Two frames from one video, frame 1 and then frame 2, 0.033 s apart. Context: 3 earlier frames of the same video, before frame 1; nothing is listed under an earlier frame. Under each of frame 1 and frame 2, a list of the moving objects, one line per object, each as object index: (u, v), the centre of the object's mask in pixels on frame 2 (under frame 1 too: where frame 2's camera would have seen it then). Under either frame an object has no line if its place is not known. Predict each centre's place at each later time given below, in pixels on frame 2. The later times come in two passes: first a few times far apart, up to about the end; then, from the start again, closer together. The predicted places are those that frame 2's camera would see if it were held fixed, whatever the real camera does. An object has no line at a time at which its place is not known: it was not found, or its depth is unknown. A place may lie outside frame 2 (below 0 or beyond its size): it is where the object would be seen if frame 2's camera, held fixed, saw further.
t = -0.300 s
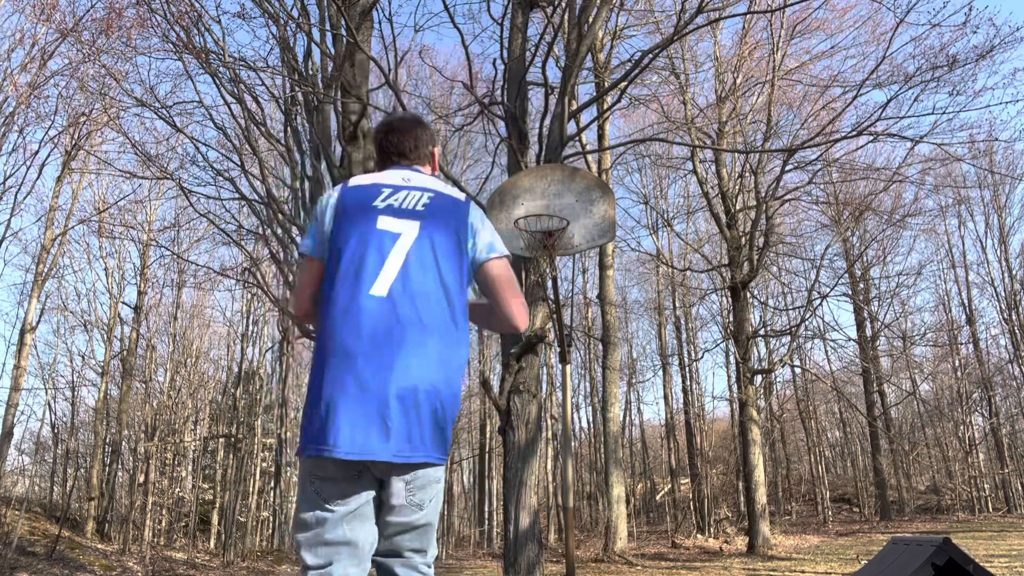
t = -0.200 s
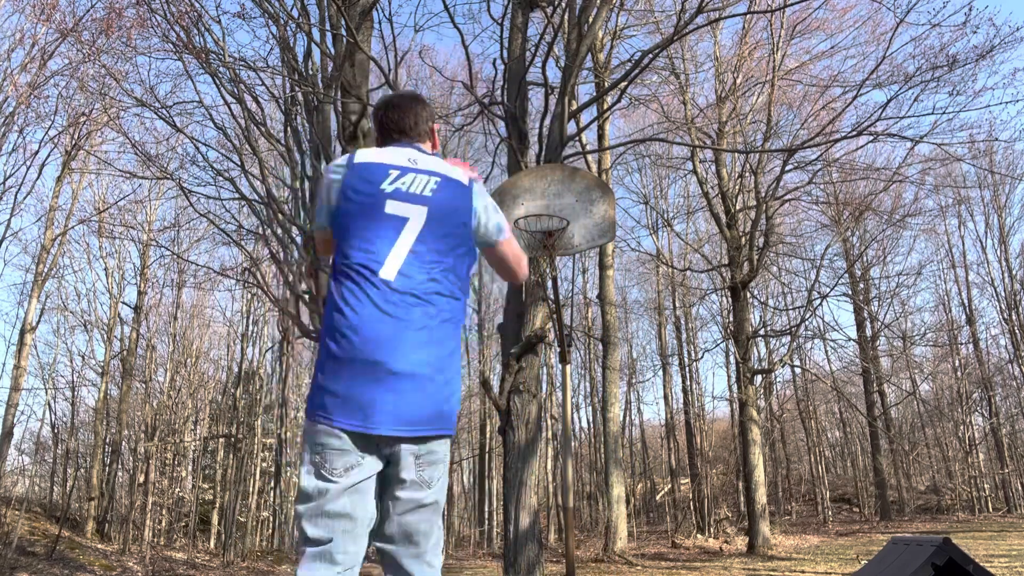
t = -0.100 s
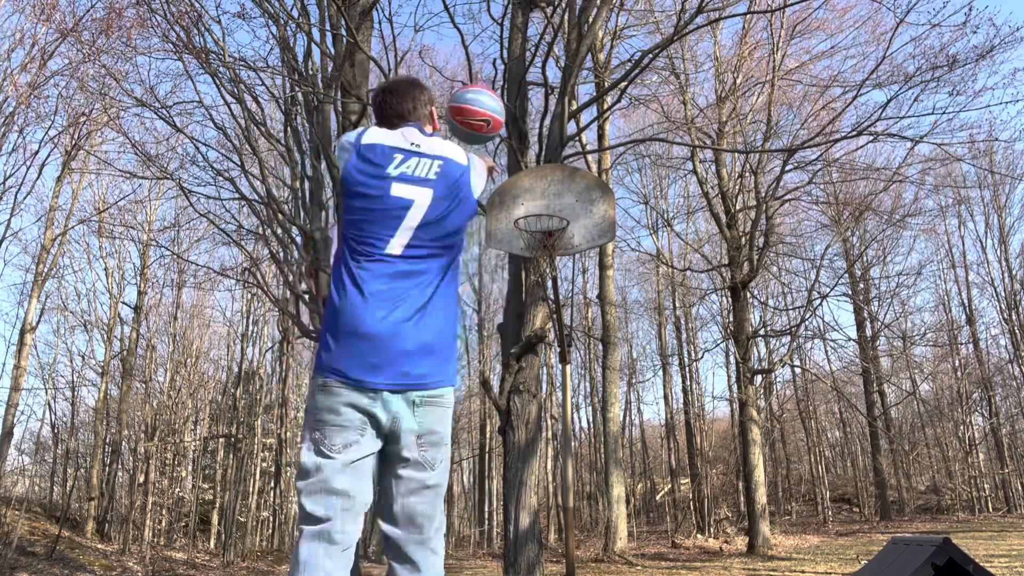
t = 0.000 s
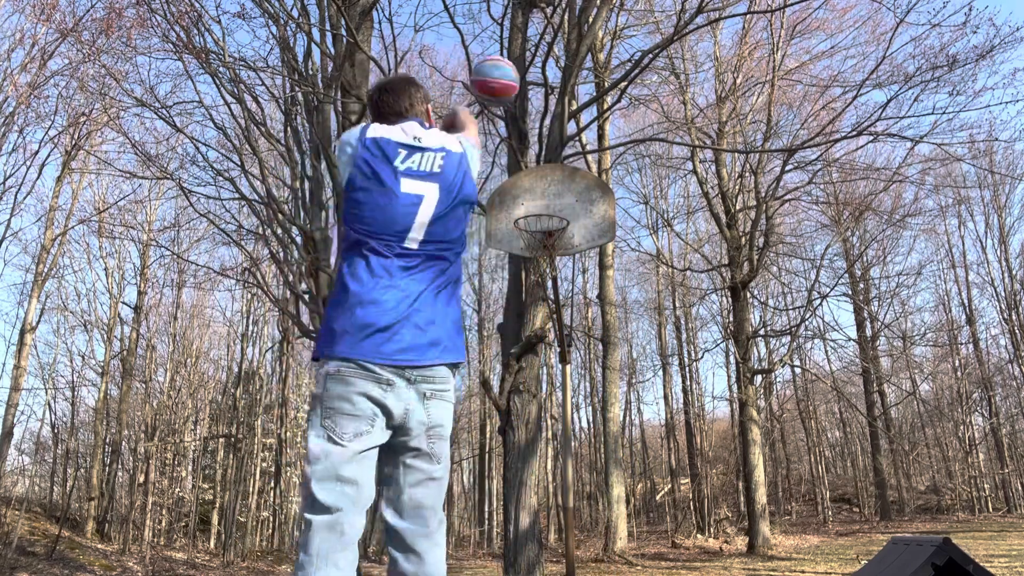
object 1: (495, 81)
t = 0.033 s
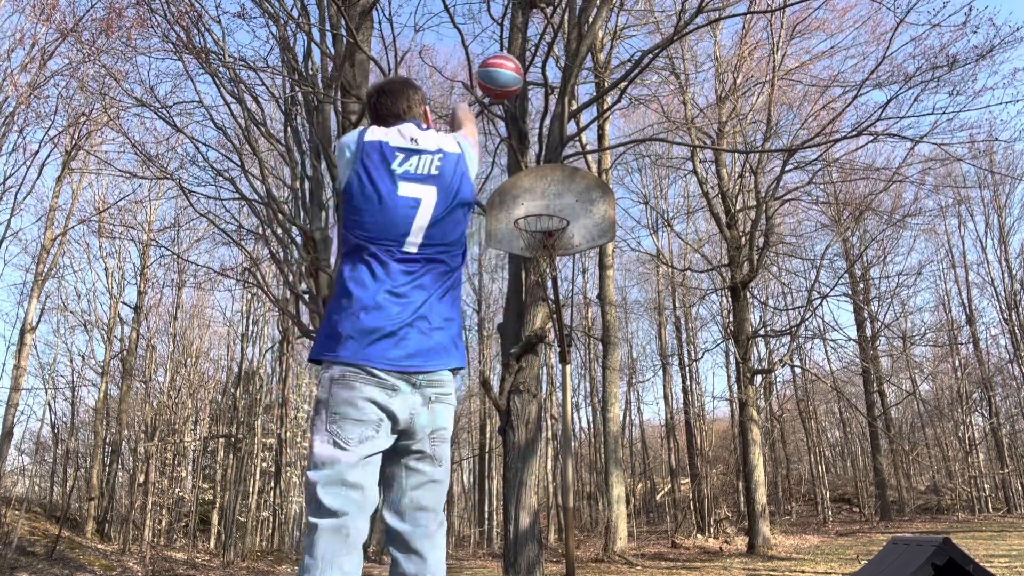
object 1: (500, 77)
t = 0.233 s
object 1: (524, 82)
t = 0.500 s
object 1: (545, 148)
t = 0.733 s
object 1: (549, 218)
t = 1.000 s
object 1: (539, 240)
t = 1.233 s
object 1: (542, 265)
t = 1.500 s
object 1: (557, 320)
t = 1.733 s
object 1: (569, 437)
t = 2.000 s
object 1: (587, 537)
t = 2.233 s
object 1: (599, 456)
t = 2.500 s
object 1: (616, 447)
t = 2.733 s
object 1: (636, 513)
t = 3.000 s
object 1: (652, 539)
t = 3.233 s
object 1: (663, 515)
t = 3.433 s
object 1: (676, 552)
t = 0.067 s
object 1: (505, 74)
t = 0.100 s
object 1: (510, 72)
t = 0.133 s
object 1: (513, 71)
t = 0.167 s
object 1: (517, 74)
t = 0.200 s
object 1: (520, 77)
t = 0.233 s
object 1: (524, 82)
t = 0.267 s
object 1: (527, 87)
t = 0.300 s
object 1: (530, 93)
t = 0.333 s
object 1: (533, 100)
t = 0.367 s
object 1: (535, 107)
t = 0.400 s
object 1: (538, 118)
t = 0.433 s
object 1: (541, 126)
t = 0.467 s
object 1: (543, 137)
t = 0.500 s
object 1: (545, 148)
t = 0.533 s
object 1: (547, 159)
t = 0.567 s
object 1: (550, 171)
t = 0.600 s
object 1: (551, 182)
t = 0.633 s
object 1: (553, 196)
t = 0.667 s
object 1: (554, 215)
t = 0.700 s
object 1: (553, 214)
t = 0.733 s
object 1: (549, 218)
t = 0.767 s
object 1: (548, 225)
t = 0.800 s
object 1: (544, 232)
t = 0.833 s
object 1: (544, 240)
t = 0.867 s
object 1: (542, 238)
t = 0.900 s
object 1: (541, 239)
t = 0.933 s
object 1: (539, 238)
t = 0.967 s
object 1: (539, 239)
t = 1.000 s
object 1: (539, 240)
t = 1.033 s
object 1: (538, 241)
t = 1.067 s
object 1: (538, 243)
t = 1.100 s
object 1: (536, 245)
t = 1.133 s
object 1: (538, 249)
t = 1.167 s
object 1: (539, 254)
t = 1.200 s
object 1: (541, 261)
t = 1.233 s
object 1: (542, 265)
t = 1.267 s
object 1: (546, 268)
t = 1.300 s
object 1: (547, 271)
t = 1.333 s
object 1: (549, 279)
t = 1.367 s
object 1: (550, 284)
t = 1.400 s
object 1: (551, 291)
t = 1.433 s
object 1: (553, 300)
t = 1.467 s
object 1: (556, 310)
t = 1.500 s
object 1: (557, 320)
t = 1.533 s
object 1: (559, 333)
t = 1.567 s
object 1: (560, 348)
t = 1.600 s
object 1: (562, 362)
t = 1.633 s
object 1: (565, 378)
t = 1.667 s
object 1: (568, 397)
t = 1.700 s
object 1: (569, 416)
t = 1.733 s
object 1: (569, 437)
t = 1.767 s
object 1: (573, 460)
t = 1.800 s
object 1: (575, 485)
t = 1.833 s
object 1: (577, 511)
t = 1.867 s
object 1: (580, 539)
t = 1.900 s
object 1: (582, 566)
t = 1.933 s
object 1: (583, 568)
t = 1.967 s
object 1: (586, 556)
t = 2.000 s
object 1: (587, 537)
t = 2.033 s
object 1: (589, 521)
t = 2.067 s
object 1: (591, 507)
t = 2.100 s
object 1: (592, 494)
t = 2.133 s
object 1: (594, 483)
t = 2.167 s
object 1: (595, 473)
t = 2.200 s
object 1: (598, 464)
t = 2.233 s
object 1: (599, 456)
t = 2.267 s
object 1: (601, 451)
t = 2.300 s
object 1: (603, 446)
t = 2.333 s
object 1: (605, 443)
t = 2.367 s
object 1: (606, 441)
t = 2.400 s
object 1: (610, 441)
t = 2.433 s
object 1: (611, 442)
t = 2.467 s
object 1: (614, 444)
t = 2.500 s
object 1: (616, 447)
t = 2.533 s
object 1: (619, 452)
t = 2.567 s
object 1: (622, 458)
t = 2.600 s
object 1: (625, 466)
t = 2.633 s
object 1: (627, 475)
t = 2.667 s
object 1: (629, 485)
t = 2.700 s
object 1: (632, 498)
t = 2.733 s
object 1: (636, 513)
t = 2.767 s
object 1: (638, 527)
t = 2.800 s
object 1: (641, 545)
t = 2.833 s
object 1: (645, 562)
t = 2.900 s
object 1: (649, 566)
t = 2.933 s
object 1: (650, 560)
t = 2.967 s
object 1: (651, 549)
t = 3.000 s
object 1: (652, 539)
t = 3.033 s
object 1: (654, 532)
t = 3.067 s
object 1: (655, 525)
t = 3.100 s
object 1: (657, 520)
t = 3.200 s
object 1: (661, 515)
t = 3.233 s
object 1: (663, 515)
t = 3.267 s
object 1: (665, 518)
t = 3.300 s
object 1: (667, 521)
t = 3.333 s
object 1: (669, 527)
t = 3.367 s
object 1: (672, 533)
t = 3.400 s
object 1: (673, 542)
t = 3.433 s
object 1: (676, 552)
